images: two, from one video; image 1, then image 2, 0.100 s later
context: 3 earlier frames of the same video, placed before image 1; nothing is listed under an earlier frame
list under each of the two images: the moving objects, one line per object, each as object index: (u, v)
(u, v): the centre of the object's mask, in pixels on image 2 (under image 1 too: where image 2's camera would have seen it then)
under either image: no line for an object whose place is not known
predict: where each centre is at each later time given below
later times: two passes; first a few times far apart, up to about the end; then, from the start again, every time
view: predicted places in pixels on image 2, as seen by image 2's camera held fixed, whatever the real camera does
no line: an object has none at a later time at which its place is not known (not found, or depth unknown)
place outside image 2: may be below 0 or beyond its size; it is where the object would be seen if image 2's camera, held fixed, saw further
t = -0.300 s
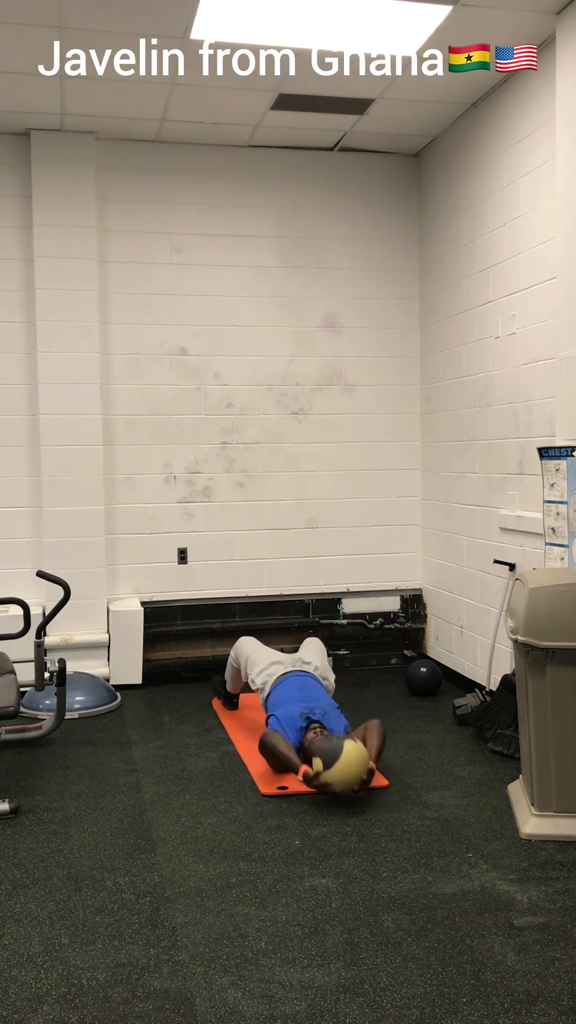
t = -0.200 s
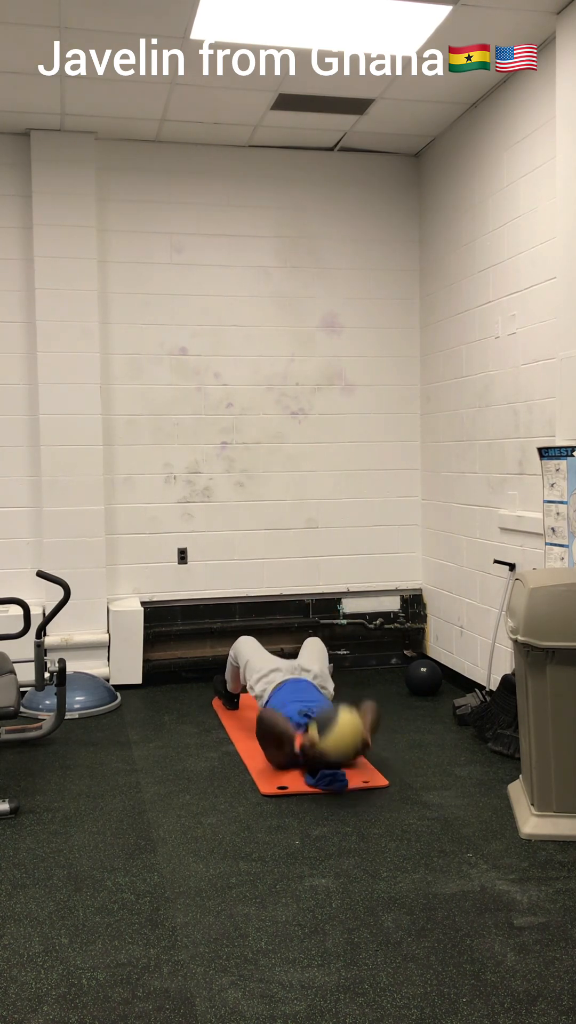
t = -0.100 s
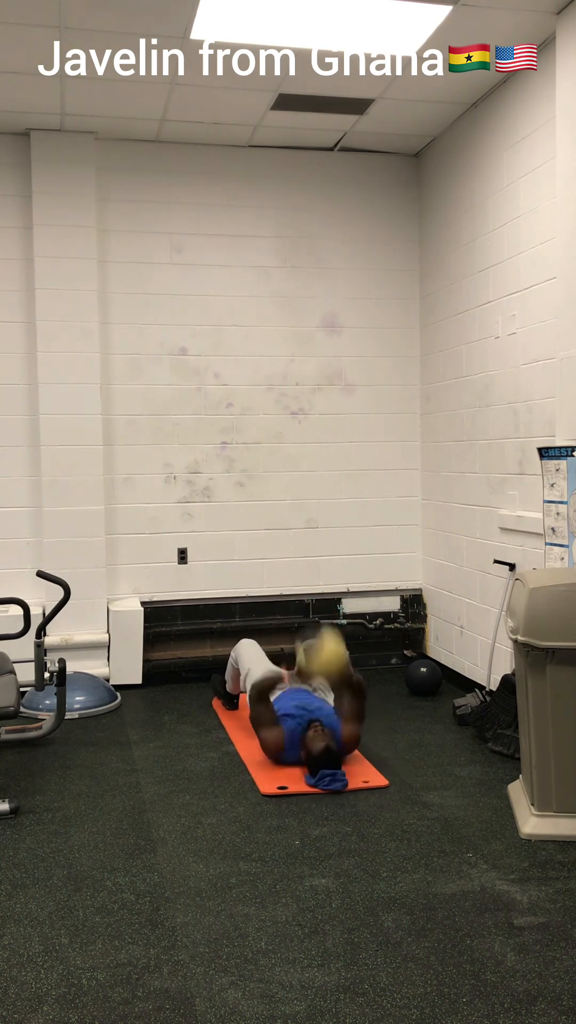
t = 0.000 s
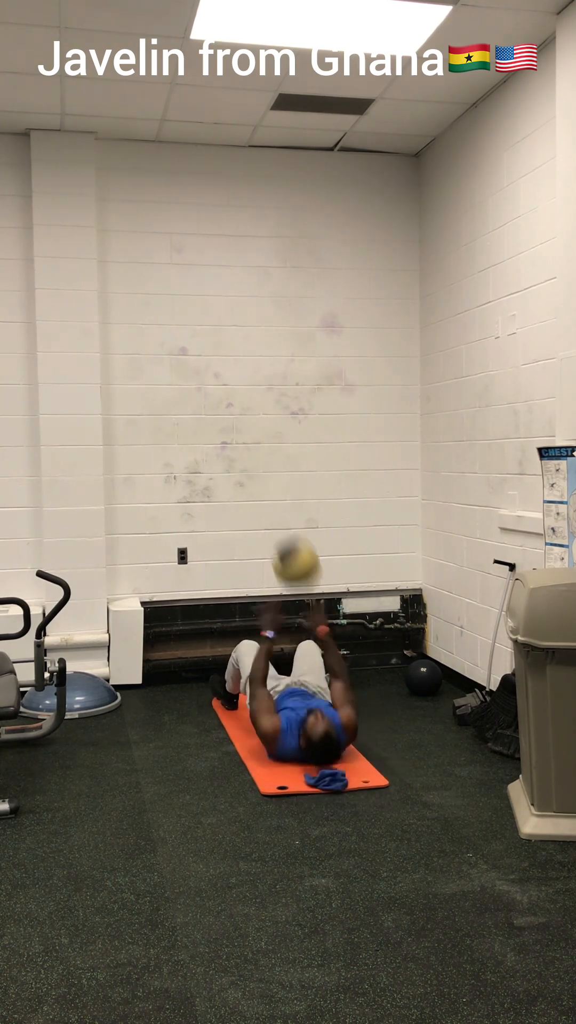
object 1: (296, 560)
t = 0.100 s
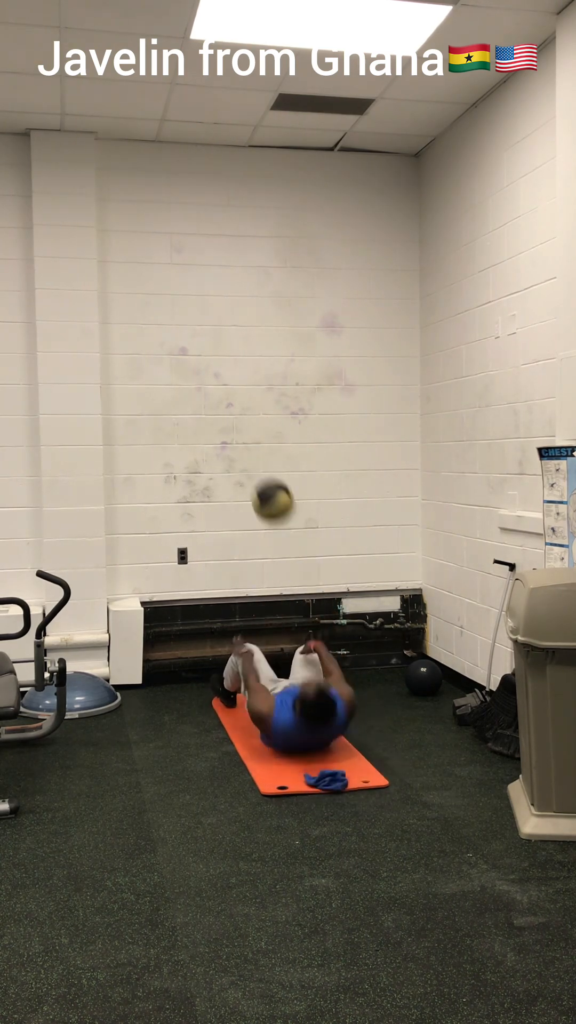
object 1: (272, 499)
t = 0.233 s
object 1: (249, 457)
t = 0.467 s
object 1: (262, 465)
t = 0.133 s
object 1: (266, 486)
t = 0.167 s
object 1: (260, 474)
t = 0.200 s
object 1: (254, 465)
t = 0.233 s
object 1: (249, 457)
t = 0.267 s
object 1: (244, 453)
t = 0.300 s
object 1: (241, 449)
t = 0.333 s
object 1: (244, 450)
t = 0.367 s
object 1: (249, 451)
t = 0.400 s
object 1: (253, 454)
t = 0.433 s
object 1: (257, 459)
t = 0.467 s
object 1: (262, 465)
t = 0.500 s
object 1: (267, 474)
